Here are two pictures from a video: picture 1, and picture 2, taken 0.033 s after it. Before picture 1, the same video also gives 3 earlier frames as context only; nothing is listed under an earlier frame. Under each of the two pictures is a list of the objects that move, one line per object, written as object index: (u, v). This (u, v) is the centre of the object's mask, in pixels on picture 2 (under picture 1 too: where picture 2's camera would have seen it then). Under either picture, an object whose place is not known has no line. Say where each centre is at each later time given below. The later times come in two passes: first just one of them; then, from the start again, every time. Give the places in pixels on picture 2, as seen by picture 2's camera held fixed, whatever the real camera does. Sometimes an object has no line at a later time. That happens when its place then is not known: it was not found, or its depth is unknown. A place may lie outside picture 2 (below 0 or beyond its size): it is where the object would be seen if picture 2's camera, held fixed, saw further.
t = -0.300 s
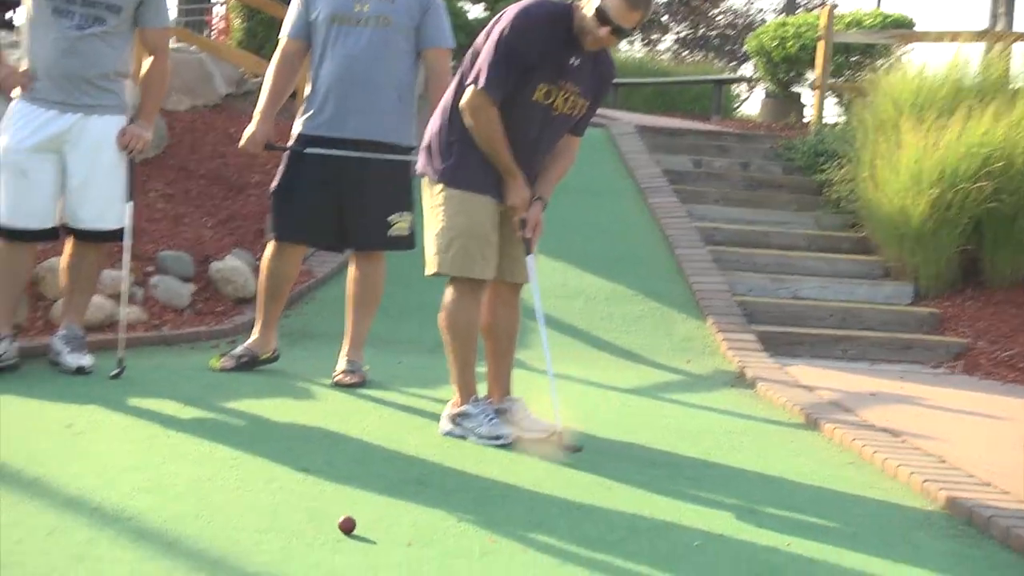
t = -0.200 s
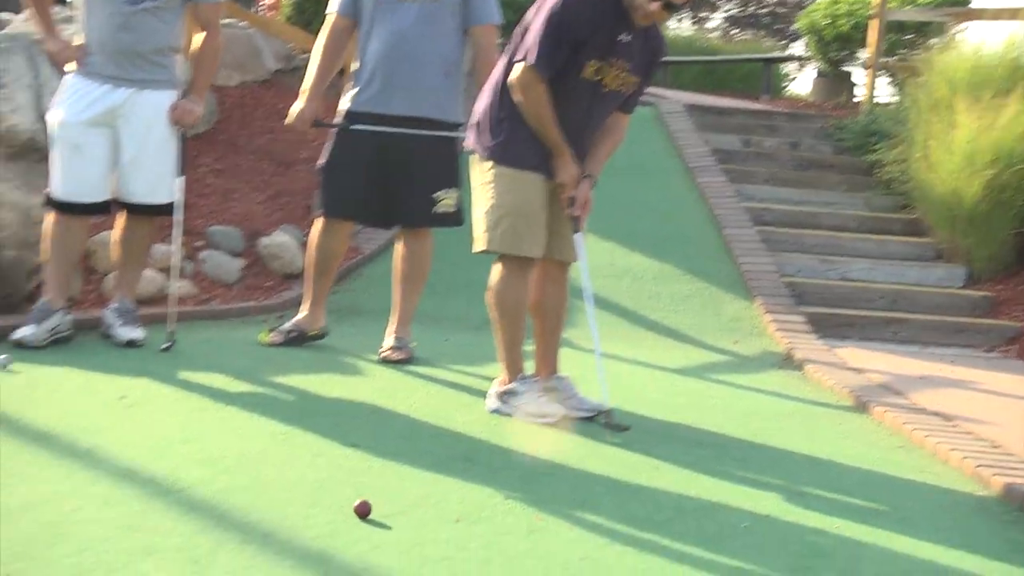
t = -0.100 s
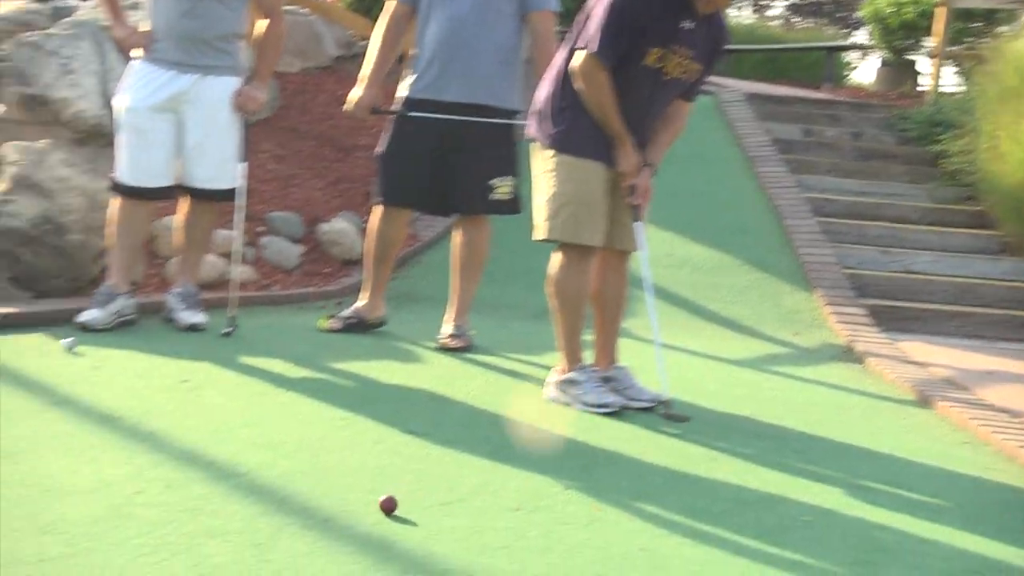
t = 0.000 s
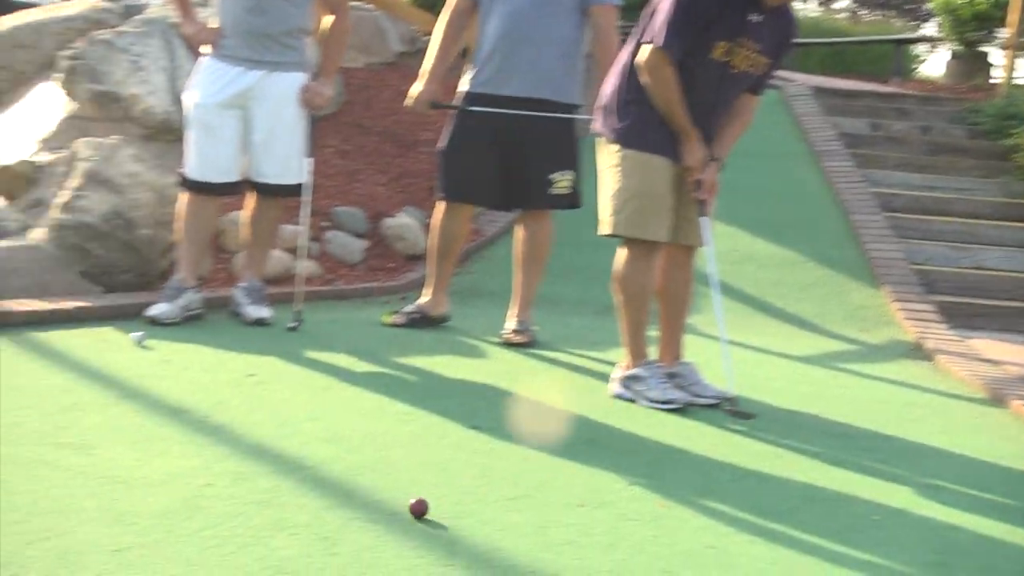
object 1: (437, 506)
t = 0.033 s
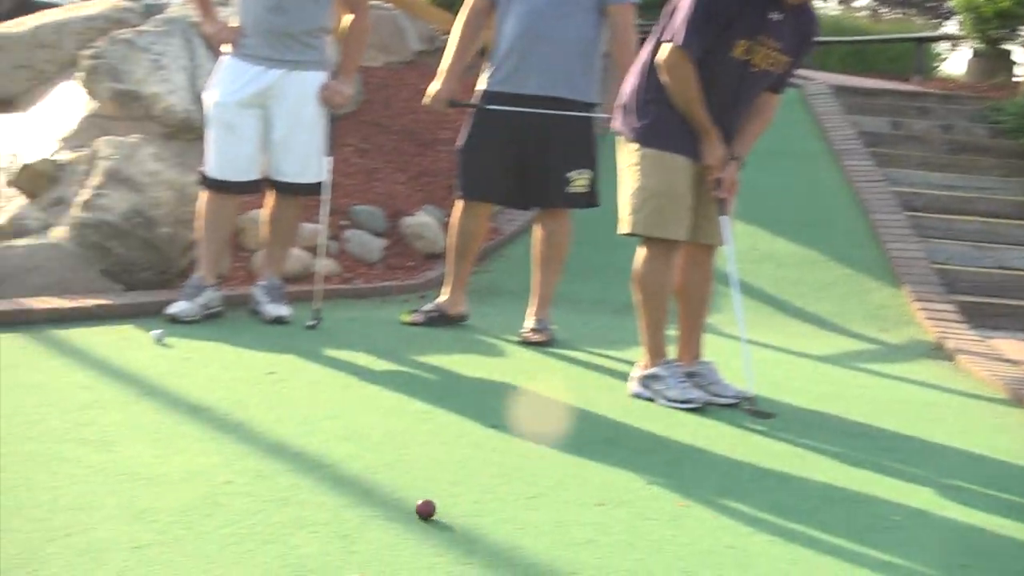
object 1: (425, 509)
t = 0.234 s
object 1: (349, 528)
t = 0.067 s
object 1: (413, 512)
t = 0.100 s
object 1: (401, 515)
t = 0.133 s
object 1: (388, 517)
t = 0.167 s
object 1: (375, 521)
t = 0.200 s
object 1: (362, 524)
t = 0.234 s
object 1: (349, 528)
